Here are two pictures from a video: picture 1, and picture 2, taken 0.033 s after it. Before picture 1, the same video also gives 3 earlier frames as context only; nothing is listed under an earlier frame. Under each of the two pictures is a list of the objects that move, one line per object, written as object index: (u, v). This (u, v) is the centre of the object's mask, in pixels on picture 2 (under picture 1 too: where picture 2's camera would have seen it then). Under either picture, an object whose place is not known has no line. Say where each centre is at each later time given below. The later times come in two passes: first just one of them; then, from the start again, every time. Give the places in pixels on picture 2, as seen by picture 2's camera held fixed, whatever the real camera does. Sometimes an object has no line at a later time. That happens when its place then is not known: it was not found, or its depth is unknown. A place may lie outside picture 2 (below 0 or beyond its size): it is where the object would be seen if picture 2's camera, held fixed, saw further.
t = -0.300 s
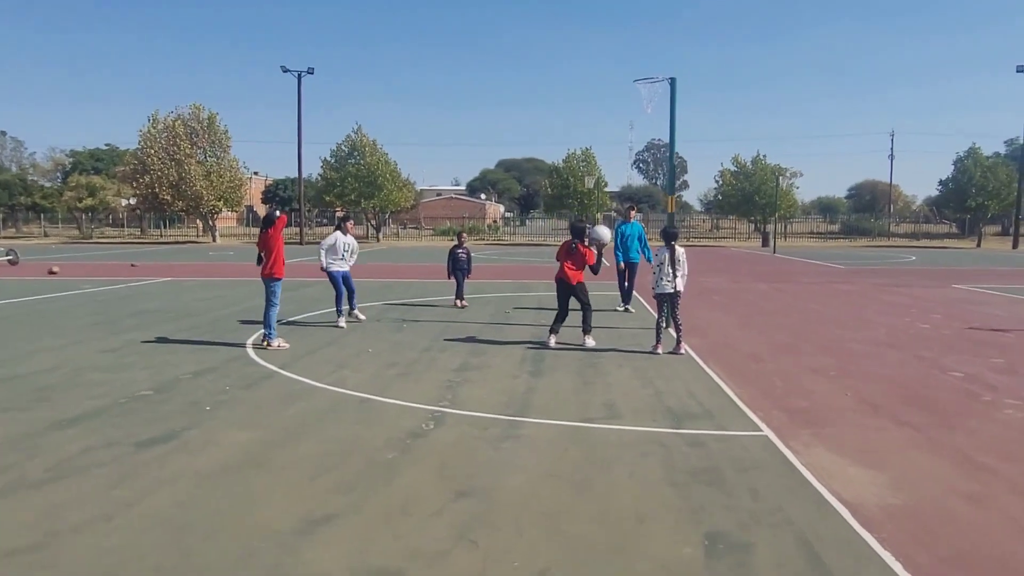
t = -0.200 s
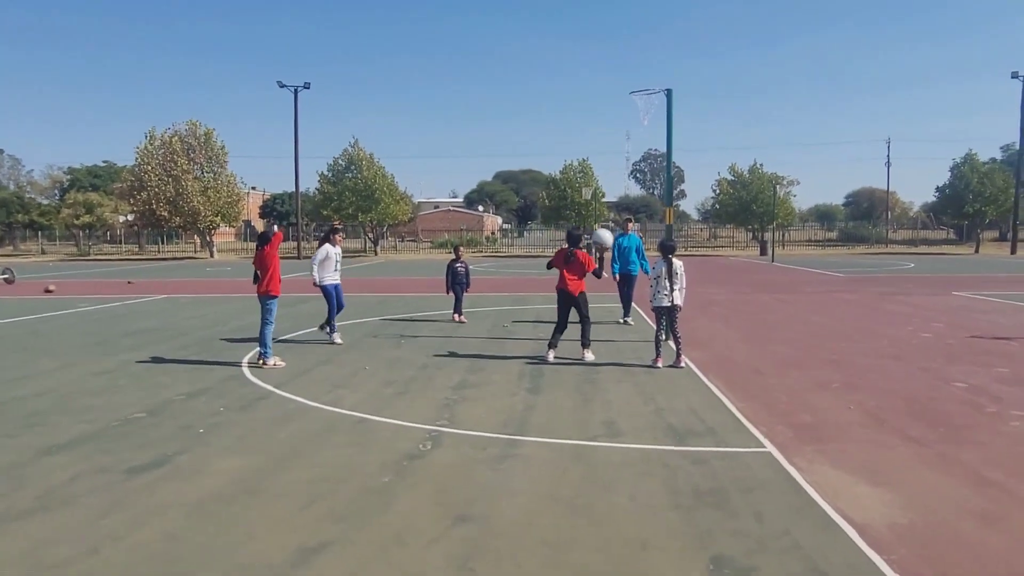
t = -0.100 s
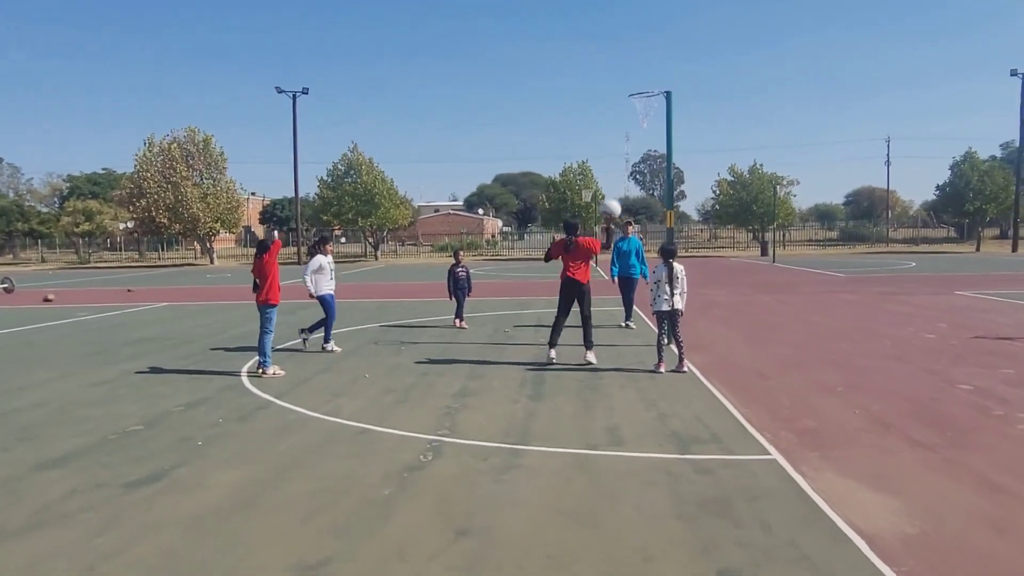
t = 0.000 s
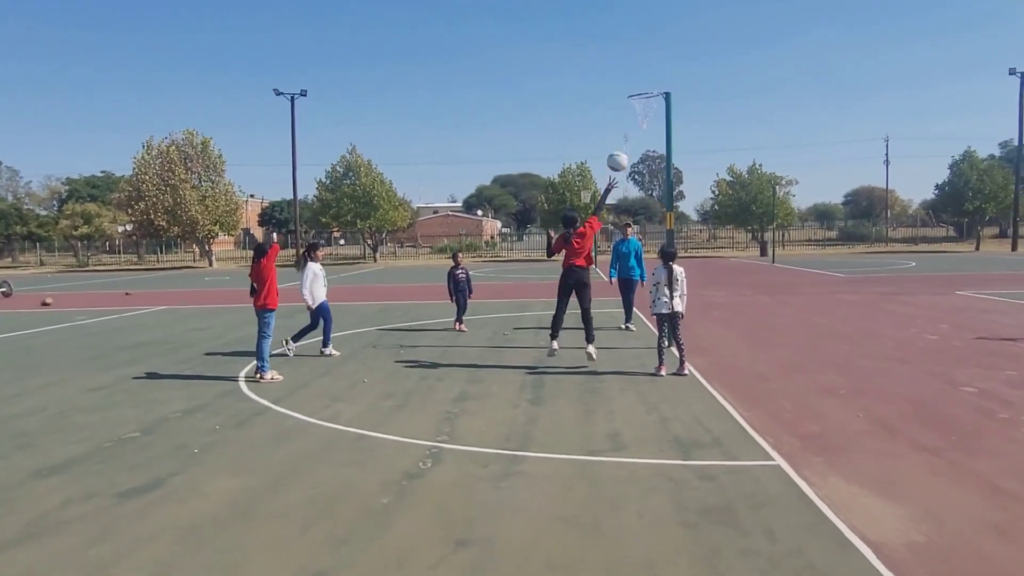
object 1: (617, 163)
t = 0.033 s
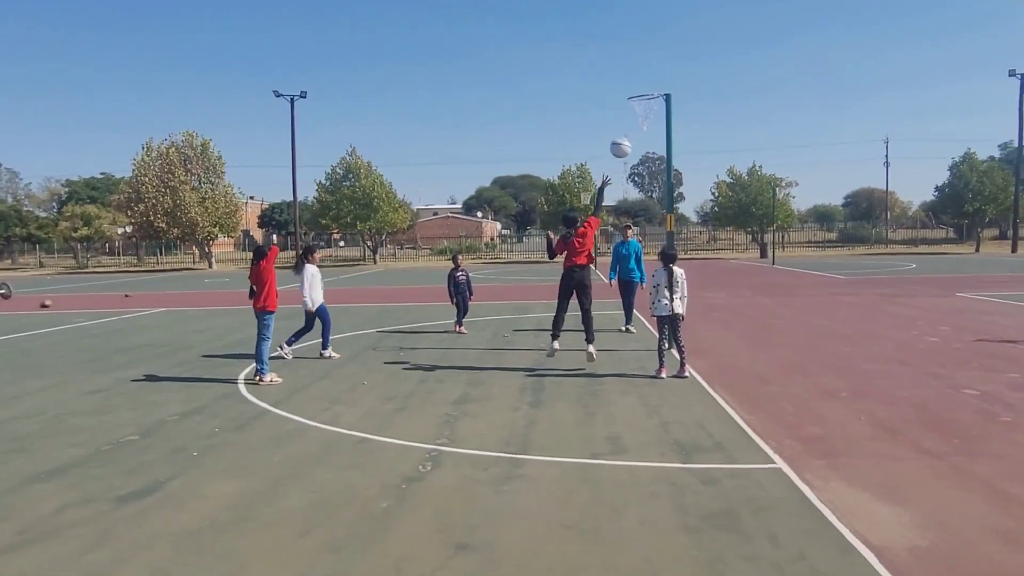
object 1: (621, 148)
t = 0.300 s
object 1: (643, 67)
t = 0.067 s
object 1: (623, 133)
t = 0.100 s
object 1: (626, 120)
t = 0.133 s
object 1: (629, 109)
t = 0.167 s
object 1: (632, 98)
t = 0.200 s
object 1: (635, 88)
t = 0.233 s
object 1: (637, 80)
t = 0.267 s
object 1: (640, 73)
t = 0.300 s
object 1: (643, 67)
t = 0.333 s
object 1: (646, 61)
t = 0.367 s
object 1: (648, 58)
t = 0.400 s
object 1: (651, 55)
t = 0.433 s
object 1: (653, 53)
